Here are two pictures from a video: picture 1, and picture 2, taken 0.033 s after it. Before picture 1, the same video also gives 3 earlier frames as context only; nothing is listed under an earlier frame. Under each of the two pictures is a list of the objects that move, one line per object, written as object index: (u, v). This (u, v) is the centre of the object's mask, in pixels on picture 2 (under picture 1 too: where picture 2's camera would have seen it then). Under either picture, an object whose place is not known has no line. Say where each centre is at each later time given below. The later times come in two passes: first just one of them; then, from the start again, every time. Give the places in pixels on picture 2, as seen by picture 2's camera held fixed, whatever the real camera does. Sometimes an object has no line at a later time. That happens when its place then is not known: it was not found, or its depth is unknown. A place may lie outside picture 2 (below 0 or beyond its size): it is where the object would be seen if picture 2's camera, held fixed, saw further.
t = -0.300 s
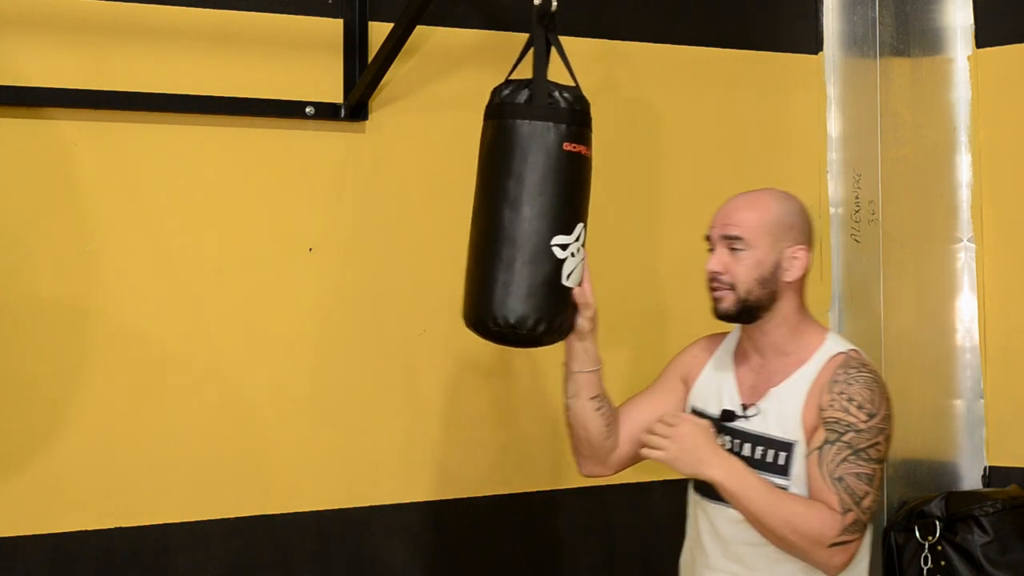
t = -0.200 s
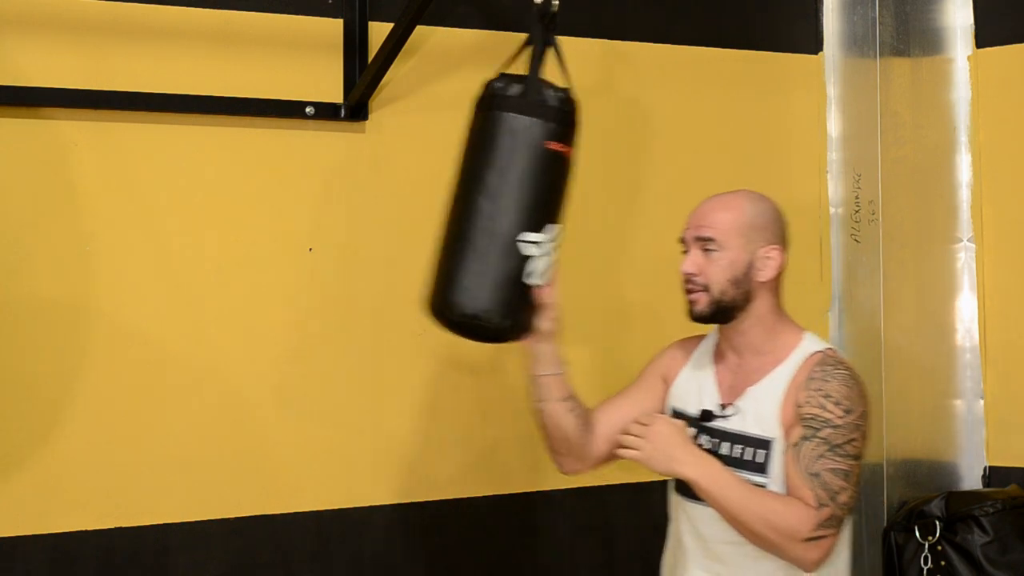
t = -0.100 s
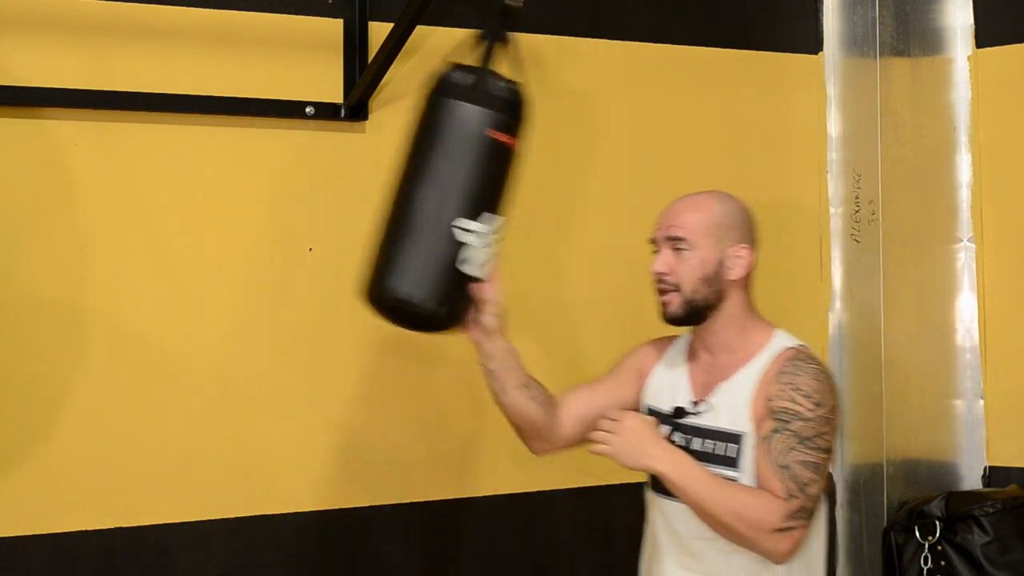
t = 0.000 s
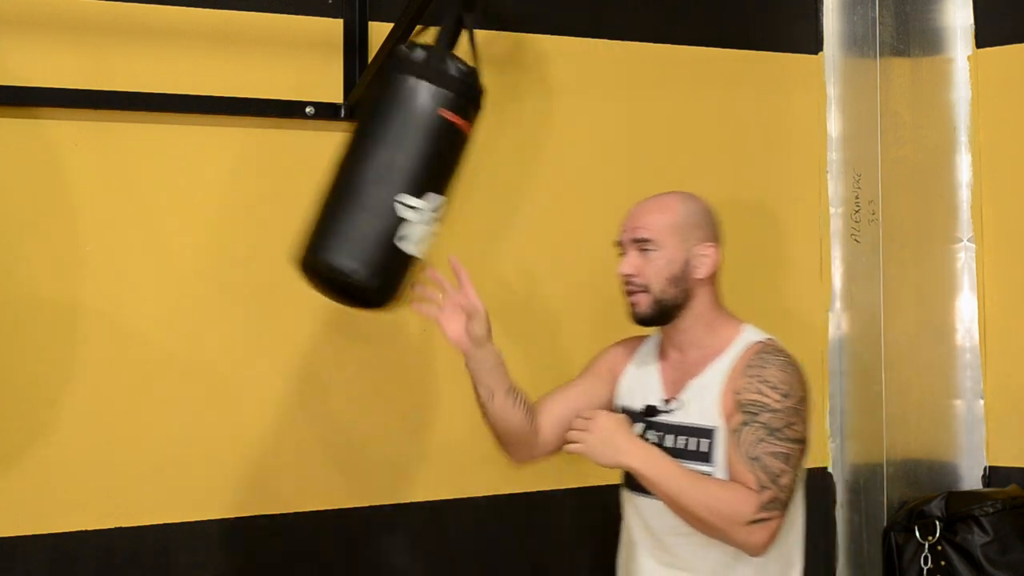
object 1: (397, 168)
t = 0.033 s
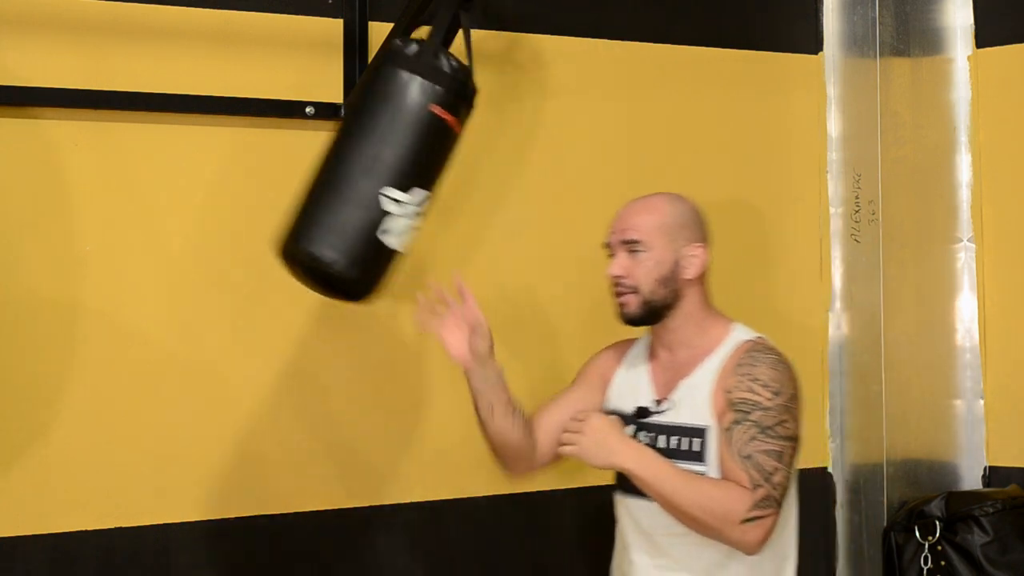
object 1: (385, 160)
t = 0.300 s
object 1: (364, 149)
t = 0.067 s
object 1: (375, 155)
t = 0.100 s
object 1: (367, 150)
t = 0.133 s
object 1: (361, 145)
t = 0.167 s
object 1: (357, 142)
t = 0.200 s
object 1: (354, 143)
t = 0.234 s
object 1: (355, 143)
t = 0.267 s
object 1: (358, 145)
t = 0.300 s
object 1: (364, 149)
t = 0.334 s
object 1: (374, 153)
